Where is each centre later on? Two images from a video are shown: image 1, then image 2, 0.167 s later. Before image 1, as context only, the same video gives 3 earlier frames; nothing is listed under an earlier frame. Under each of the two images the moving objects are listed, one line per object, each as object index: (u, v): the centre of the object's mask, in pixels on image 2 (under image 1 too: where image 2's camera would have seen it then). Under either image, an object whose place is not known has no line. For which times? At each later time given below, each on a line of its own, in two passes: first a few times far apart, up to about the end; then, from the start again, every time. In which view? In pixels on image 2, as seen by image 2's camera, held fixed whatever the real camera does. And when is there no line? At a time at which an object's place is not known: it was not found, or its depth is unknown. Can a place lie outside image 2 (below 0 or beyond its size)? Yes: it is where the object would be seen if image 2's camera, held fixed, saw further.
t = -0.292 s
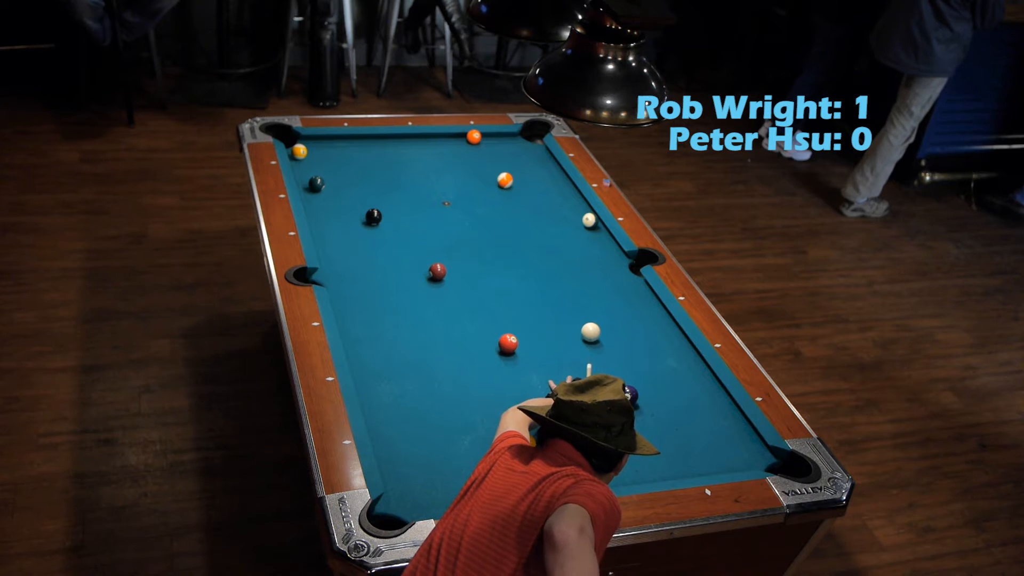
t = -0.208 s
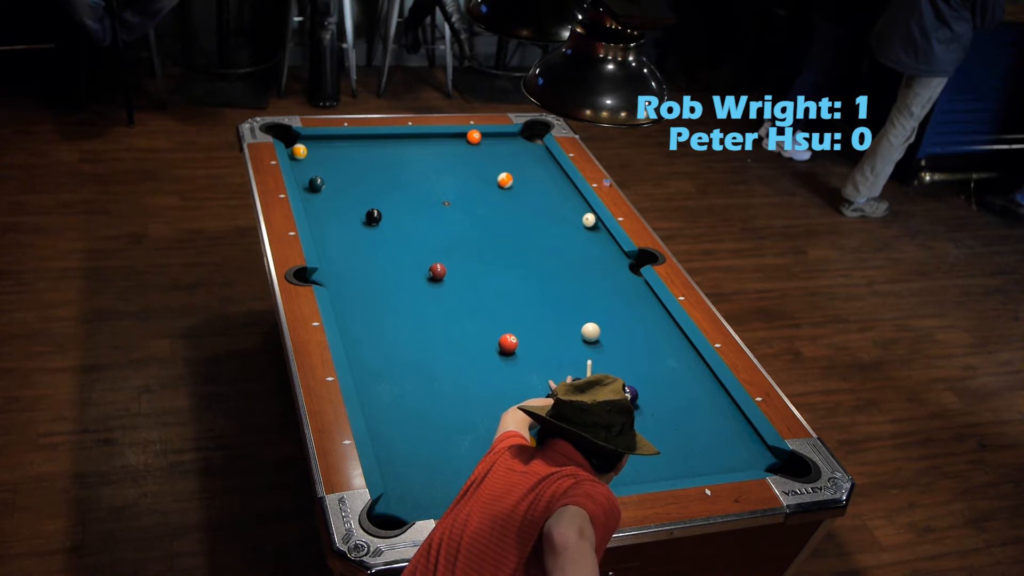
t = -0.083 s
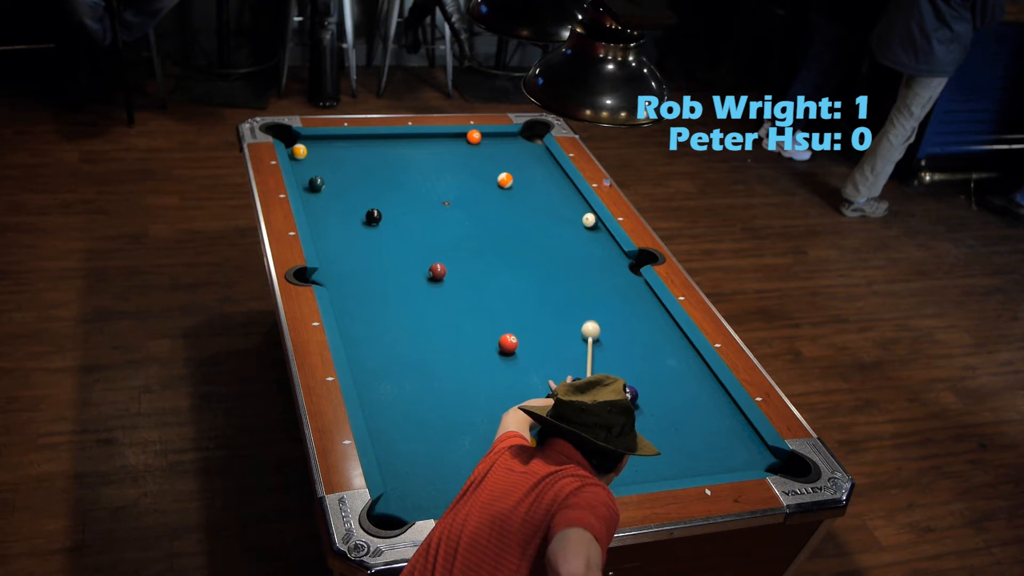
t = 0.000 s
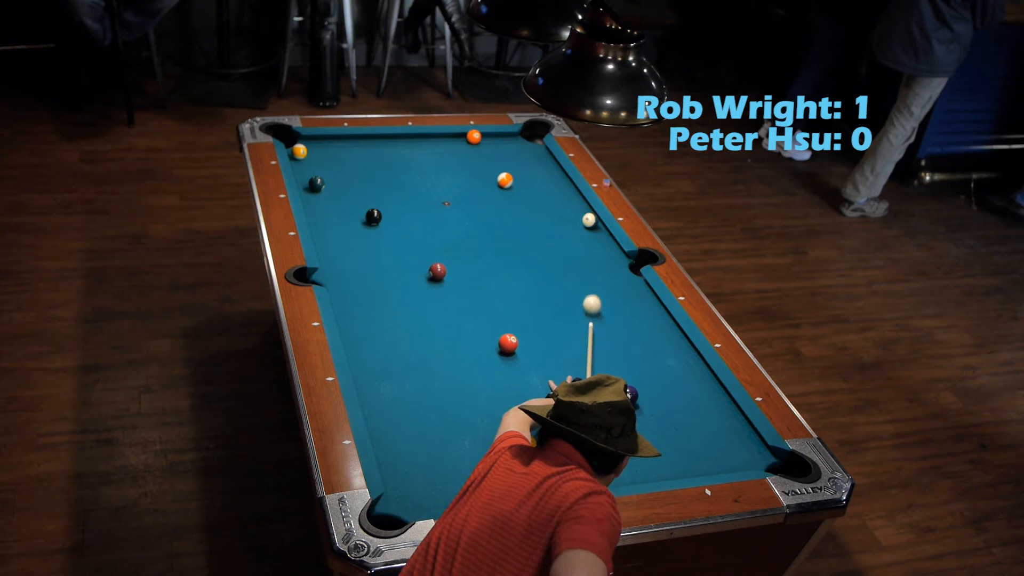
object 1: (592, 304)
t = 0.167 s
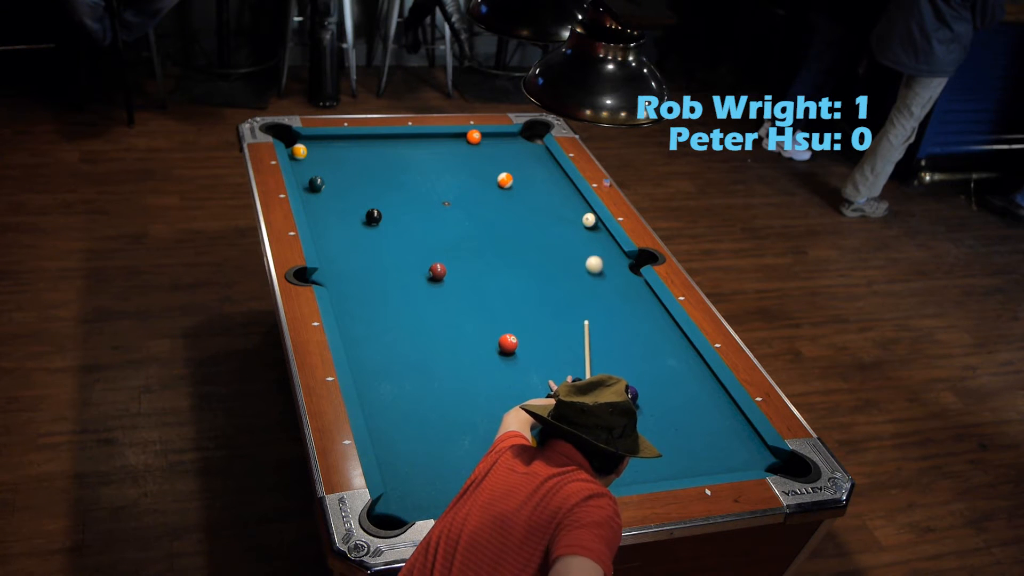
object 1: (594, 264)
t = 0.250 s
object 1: (595, 250)
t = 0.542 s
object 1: (591, 226)
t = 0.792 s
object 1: (576, 222)
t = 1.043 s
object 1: (563, 217)
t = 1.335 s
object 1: (550, 213)
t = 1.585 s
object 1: (539, 210)
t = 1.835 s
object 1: (531, 207)
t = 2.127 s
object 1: (523, 204)
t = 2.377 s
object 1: (517, 202)
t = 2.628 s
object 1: (513, 200)
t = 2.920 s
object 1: (510, 199)
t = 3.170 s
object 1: (508, 198)
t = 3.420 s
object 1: (506, 198)
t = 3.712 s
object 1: (506, 197)
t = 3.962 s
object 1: (506, 198)
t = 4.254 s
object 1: (506, 198)
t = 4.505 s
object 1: (506, 198)
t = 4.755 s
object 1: (506, 198)
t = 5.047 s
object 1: (506, 198)
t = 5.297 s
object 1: (506, 198)
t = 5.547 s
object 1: (506, 198)
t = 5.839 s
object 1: (506, 198)
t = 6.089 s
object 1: (506, 198)
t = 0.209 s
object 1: (595, 257)
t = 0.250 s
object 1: (595, 250)
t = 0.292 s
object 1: (595, 242)
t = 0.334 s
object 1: (596, 236)
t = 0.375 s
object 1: (596, 229)
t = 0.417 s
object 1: (599, 228)
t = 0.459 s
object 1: (597, 228)
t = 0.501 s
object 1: (594, 227)
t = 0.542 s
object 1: (591, 226)
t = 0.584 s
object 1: (589, 225)
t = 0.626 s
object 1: (586, 225)
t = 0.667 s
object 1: (584, 224)
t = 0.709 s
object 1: (581, 223)
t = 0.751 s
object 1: (579, 222)
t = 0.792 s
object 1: (576, 222)
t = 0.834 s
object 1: (574, 221)
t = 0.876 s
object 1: (572, 220)
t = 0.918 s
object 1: (570, 220)
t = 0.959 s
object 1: (568, 219)
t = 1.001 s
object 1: (565, 218)
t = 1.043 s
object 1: (563, 217)
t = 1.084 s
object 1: (561, 217)
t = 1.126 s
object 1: (559, 216)
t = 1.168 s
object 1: (557, 216)
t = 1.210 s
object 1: (555, 215)
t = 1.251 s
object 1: (553, 214)
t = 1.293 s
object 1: (551, 214)
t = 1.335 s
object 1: (550, 213)
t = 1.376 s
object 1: (548, 212)
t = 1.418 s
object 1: (546, 212)
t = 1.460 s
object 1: (544, 211)
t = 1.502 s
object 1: (542, 211)
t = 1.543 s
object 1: (541, 210)
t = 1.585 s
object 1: (539, 210)
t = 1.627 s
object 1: (538, 209)
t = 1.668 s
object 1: (536, 209)
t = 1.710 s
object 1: (535, 208)
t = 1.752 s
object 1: (533, 208)
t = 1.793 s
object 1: (532, 207)
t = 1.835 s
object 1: (531, 207)
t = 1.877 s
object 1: (529, 206)
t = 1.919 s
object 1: (528, 206)
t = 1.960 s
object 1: (527, 205)
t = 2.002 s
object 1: (526, 205)
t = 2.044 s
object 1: (525, 204)
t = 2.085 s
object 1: (524, 204)
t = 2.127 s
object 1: (523, 204)
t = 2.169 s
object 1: (522, 203)
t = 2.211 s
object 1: (521, 203)
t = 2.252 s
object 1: (520, 203)
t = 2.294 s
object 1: (519, 202)
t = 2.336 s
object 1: (518, 202)
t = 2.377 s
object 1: (517, 202)
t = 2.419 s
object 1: (516, 201)
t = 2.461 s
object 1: (516, 201)
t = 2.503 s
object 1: (515, 201)
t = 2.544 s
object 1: (514, 200)
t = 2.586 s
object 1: (514, 200)
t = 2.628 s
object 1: (513, 200)
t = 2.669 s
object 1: (512, 200)
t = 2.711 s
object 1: (512, 200)
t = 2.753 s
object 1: (511, 199)
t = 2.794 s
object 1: (511, 199)
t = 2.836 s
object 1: (510, 199)
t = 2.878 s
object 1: (510, 199)
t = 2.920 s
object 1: (510, 199)
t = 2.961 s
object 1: (509, 199)
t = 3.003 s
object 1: (509, 198)
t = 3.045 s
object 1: (509, 198)
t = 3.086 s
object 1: (508, 198)
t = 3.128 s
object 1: (508, 198)
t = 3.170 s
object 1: (508, 198)
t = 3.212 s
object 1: (507, 198)
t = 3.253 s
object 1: (507, 198)
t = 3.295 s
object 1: (507, 198)
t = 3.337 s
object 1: (507, 198)
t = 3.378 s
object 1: (506, 198)
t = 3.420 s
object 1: (506, 198)
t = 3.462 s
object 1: (506, 198)
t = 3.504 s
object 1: (506, 198)
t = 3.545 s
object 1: (506, 198)
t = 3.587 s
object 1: (506, 198)
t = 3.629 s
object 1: (506, 198)
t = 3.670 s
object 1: (506, 197)
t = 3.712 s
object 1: (506, 197)
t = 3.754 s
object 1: (506, 198)
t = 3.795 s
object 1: (506, 198)
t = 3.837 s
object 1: (506, 198)
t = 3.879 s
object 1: (506, 198)
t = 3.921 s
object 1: (506, 198)
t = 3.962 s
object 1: (506, 198)
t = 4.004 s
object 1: (506, 198)
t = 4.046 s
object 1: (506, 198)
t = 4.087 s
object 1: (506, 198)
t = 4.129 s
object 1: (506, 198)
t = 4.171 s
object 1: (506, 198)
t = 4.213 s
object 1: (506, 198)
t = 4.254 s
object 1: (506, 198)
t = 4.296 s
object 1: (506, 198)
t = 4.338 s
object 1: (506, 198)
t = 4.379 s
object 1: (506, 198)
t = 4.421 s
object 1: (506, 198)
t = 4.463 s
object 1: (506, 198)
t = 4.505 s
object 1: (506, 198)
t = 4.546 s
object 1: (506, 198)
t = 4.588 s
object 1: (506, 198)
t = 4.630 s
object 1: (506, 198)
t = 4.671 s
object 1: (506, 198)
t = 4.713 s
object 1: (506, 198)
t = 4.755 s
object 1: (506, 198)
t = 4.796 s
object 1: (506, 198)
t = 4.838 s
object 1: (506, 198)
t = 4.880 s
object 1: (506, 198)
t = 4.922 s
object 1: (506, 198)
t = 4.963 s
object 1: (506, 198)
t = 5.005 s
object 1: (506, 198)
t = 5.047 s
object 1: (506, 198)
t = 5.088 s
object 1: (506, 198)
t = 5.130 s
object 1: (506, 198)
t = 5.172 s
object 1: (506, 198)
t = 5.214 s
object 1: (506, 198)
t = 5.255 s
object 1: (506, 198)
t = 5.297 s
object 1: (506, 198)
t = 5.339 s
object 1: (506, 198)
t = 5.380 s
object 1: (506, 198)
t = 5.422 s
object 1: (506, 198)
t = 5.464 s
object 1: (506, 198)
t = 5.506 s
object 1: (506, 198)
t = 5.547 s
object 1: (506, 198)
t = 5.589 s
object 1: (506, 198)
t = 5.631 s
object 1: (506, 198)
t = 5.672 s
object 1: (506, 198)
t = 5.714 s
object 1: (506, 198)
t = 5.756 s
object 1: (506, 198)
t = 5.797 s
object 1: (506, 198)
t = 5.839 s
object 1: (506, 198)
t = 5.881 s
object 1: (506, 198)
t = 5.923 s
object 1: (506, 198)
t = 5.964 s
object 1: (506, 198)
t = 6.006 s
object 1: (506, 198)
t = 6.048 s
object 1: (506, 198)
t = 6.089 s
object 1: (506, 198)
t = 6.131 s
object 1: (506, 198)
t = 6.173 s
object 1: (506, 198)
